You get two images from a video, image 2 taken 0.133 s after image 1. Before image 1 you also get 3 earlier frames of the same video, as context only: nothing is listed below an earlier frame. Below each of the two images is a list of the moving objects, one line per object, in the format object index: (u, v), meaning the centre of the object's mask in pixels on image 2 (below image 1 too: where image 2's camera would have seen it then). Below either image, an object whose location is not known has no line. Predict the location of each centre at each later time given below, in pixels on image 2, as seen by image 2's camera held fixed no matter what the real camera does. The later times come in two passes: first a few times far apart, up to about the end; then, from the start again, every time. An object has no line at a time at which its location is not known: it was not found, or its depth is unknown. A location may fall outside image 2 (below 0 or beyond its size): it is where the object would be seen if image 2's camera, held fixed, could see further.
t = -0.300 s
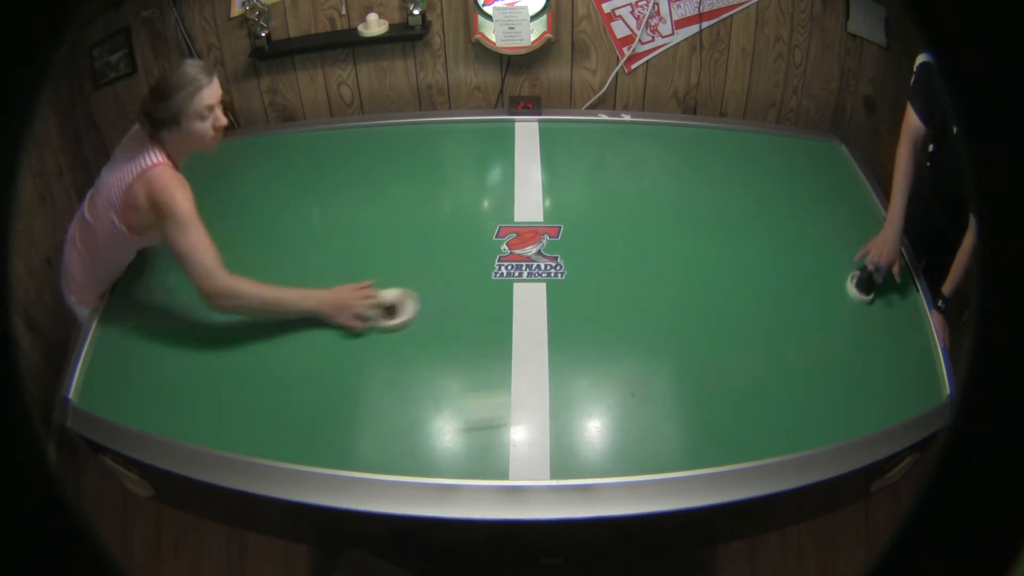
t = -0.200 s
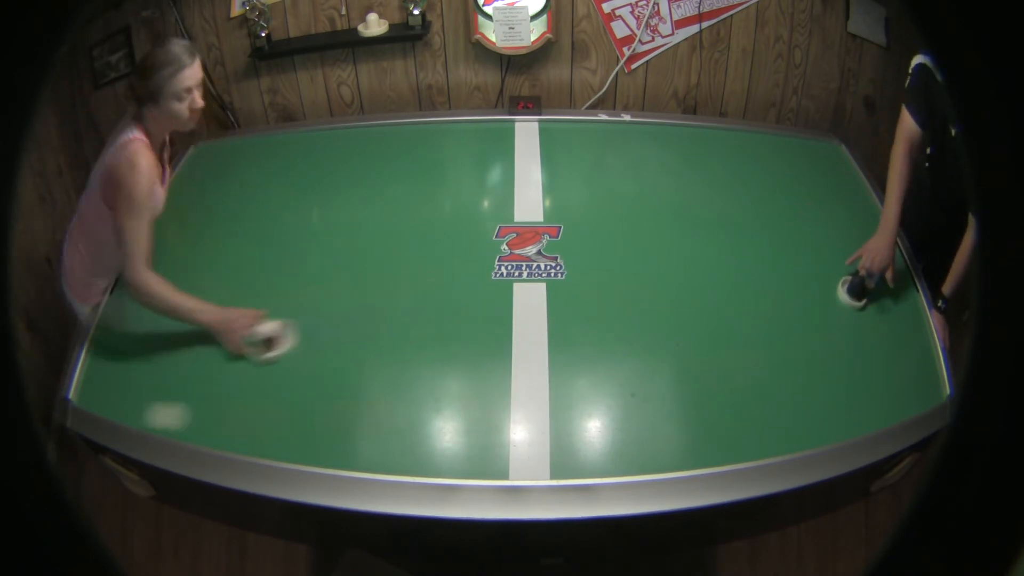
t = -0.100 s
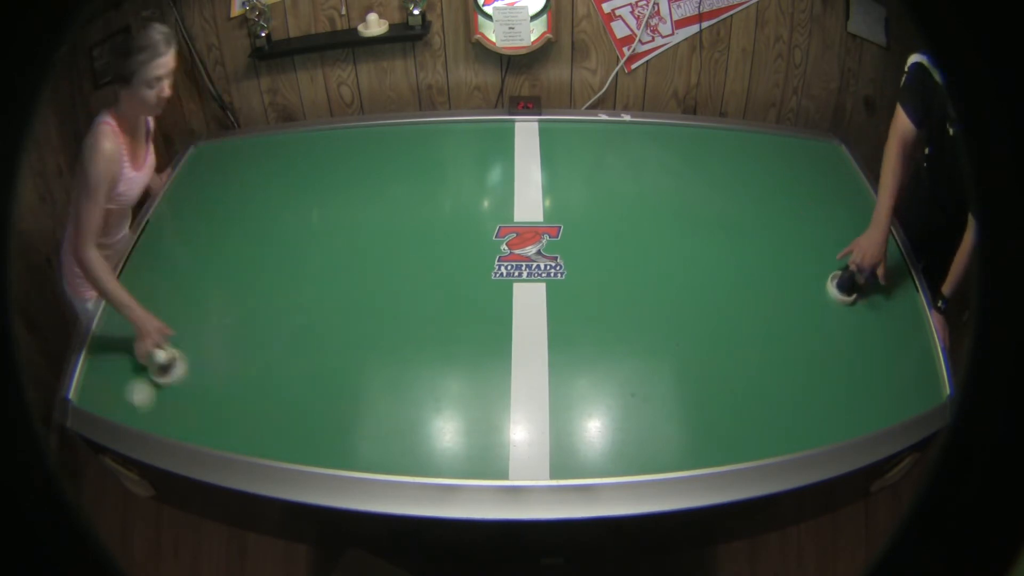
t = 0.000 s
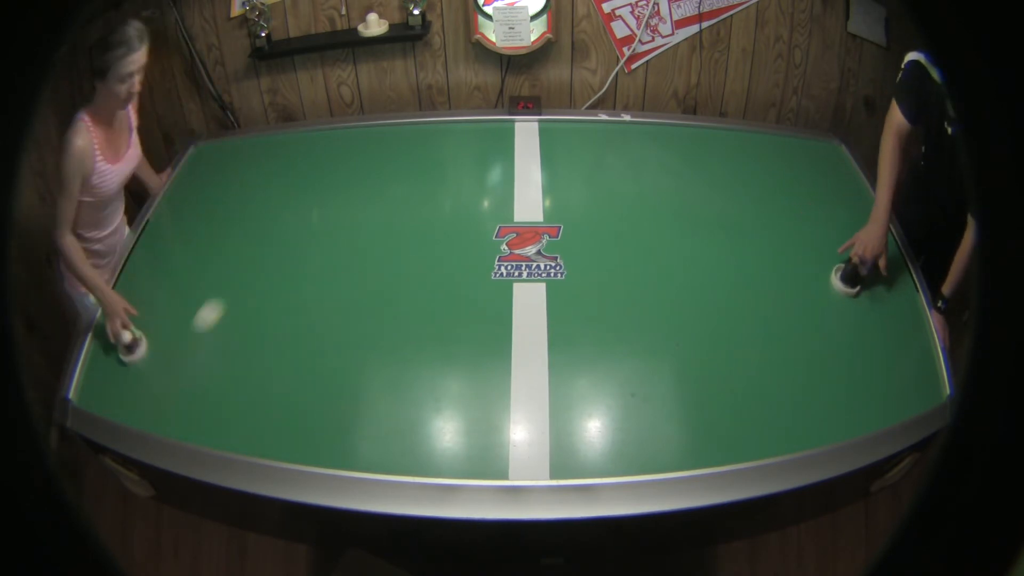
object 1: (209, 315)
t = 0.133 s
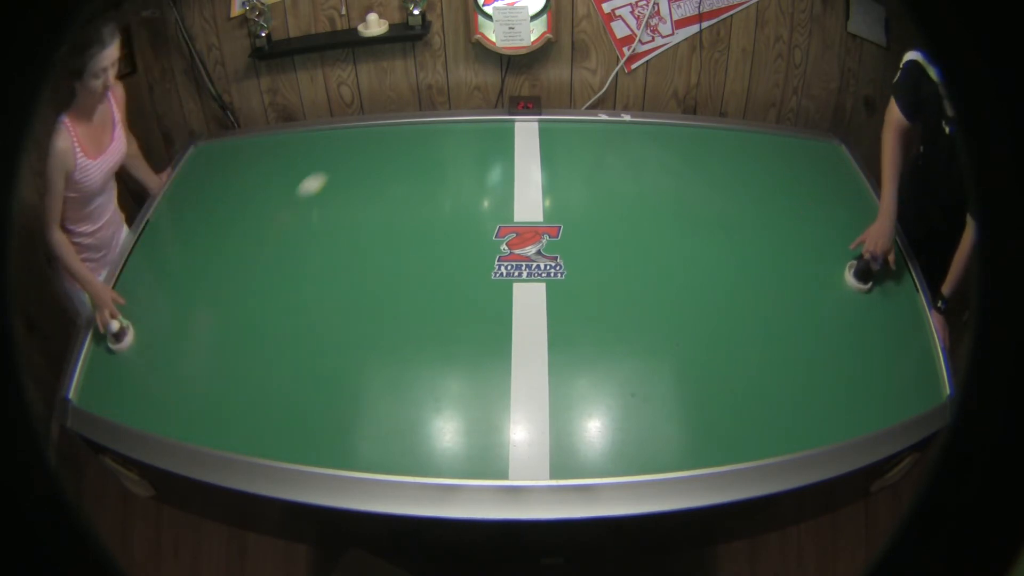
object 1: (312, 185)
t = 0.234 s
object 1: (360, 148)
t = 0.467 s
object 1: (388, 352)
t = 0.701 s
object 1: (457, 297)
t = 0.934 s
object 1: (503, 152)
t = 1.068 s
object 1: (518, 156)
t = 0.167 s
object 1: (334, 160)
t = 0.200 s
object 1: (355, 137)
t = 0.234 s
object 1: (360, 148)
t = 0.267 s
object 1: (363, 169)
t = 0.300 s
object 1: (365, 192)
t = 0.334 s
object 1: (368, 217)
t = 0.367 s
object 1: (372, 246)
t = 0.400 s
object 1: (376, 278)
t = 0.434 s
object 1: (382, 314)
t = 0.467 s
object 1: (388, 352)
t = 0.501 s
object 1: (395, 395)
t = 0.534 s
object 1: (403, 444)
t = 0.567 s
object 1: (415, 432)
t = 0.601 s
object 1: (427, 394)
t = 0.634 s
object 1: (437, 359)
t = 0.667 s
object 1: (447, 327)
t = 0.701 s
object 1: (457, 297)
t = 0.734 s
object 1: (465, 271)
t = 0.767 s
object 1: (473, 247)
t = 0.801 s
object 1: (480, 224)
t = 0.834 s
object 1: (487, 204)
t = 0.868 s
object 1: (493, 186)
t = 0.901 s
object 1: (498, 168)
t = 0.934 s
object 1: (503, 152)
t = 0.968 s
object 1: (507, 139)
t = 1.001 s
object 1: (512, 130)
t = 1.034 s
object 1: (515, 143)
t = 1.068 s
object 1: (518, 156)
